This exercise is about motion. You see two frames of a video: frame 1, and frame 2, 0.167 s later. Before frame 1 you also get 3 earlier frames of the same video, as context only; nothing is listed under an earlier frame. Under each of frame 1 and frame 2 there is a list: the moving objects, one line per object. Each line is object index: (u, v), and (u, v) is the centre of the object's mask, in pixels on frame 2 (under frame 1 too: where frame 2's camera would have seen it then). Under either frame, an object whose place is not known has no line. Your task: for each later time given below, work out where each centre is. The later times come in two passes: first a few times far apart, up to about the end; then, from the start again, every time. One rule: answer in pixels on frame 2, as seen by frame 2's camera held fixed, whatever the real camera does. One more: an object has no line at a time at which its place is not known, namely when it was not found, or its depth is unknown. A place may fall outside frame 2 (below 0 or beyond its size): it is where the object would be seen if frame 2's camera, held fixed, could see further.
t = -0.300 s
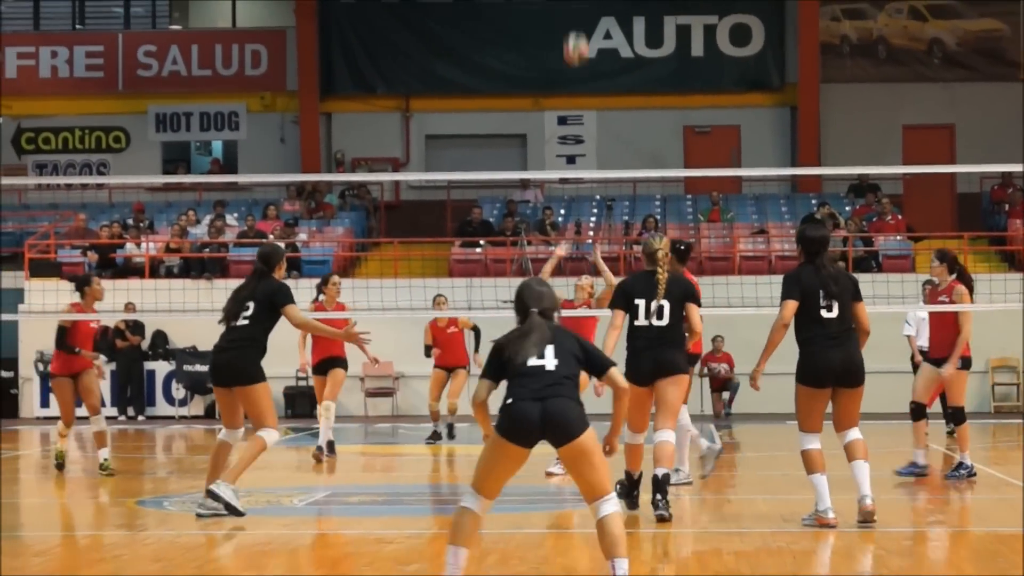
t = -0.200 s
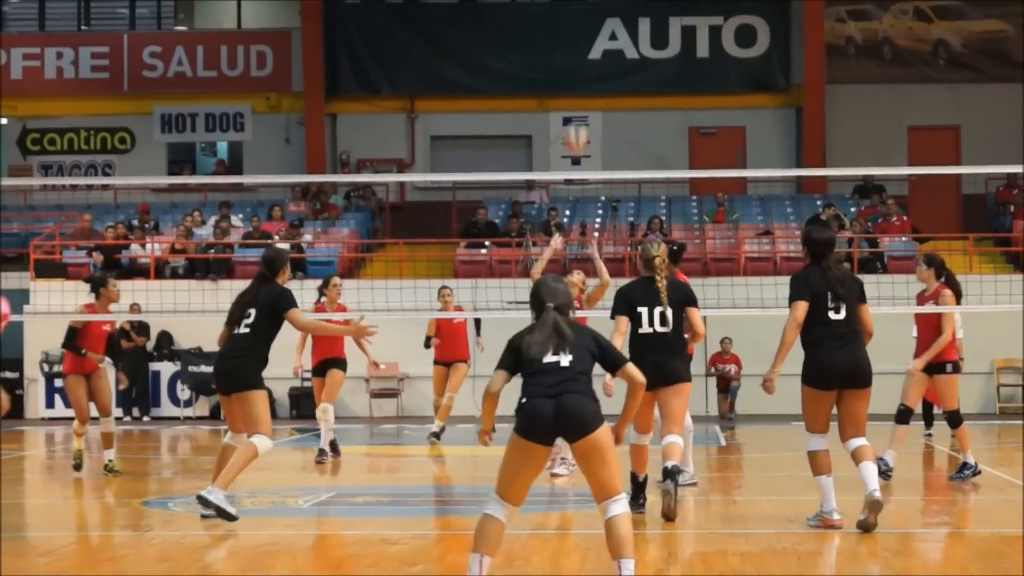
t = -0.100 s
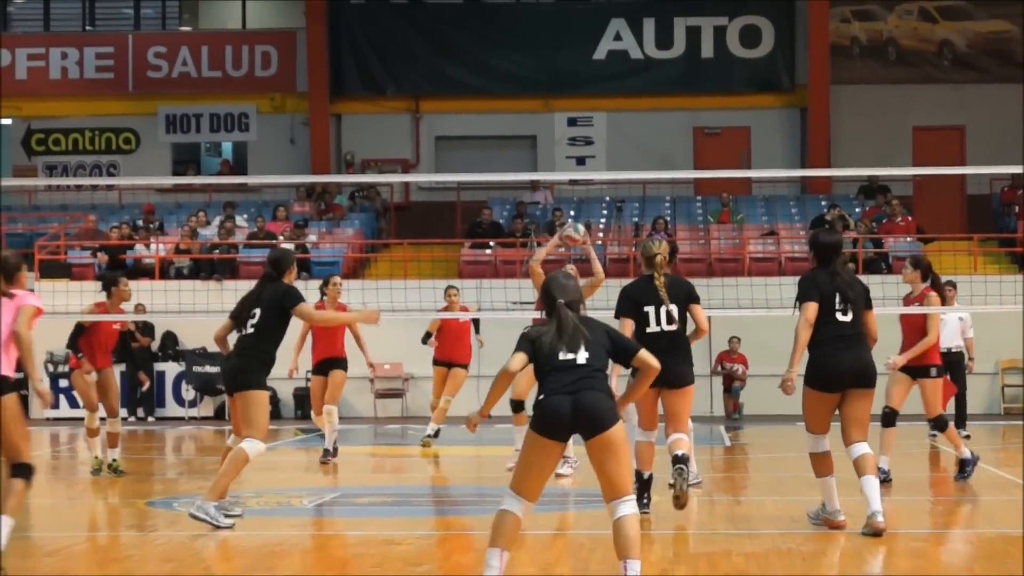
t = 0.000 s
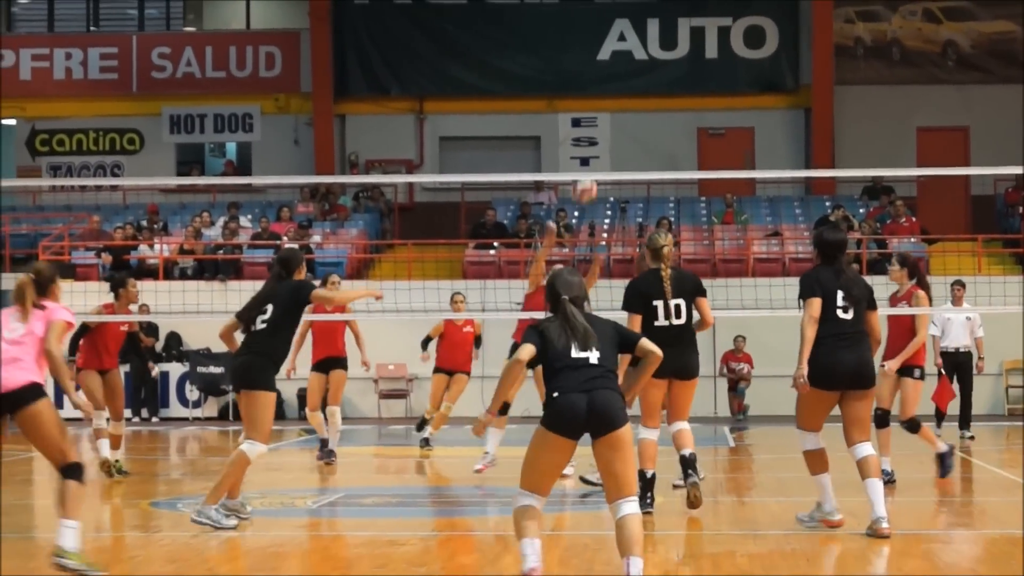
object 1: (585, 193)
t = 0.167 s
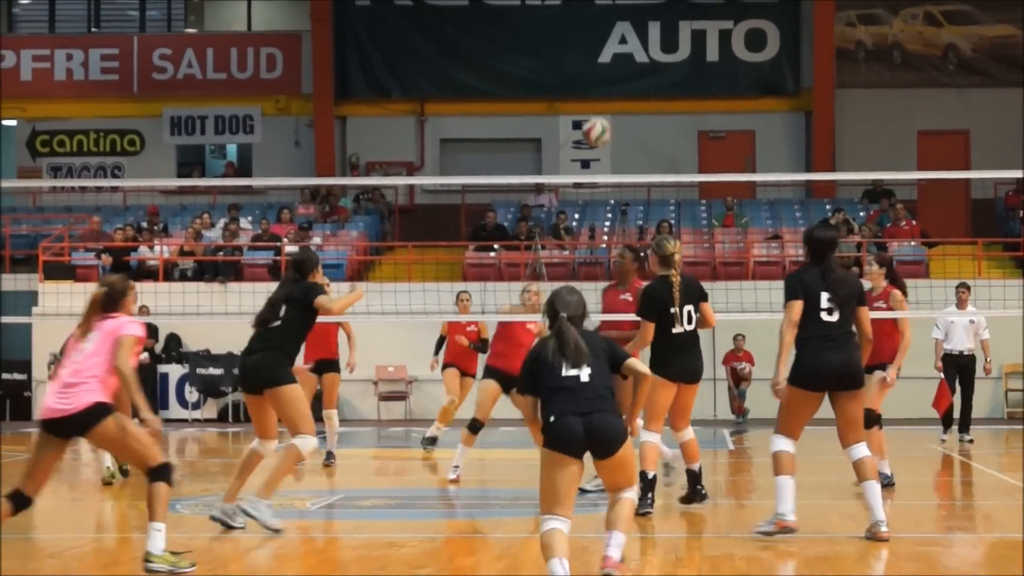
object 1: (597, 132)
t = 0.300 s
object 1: (605, 105)
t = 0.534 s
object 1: (622, 118)
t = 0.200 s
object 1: (598, 122)
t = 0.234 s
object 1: (600, 115)
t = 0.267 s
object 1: (603, 109)
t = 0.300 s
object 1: (605, 105)
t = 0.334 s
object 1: (607, 102)
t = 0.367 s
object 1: (609, 100)
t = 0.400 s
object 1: (612, 100)
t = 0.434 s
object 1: (614, 101)
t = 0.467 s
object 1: (617, 105)
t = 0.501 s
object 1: (620, 111)
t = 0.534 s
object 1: (622, 118)
